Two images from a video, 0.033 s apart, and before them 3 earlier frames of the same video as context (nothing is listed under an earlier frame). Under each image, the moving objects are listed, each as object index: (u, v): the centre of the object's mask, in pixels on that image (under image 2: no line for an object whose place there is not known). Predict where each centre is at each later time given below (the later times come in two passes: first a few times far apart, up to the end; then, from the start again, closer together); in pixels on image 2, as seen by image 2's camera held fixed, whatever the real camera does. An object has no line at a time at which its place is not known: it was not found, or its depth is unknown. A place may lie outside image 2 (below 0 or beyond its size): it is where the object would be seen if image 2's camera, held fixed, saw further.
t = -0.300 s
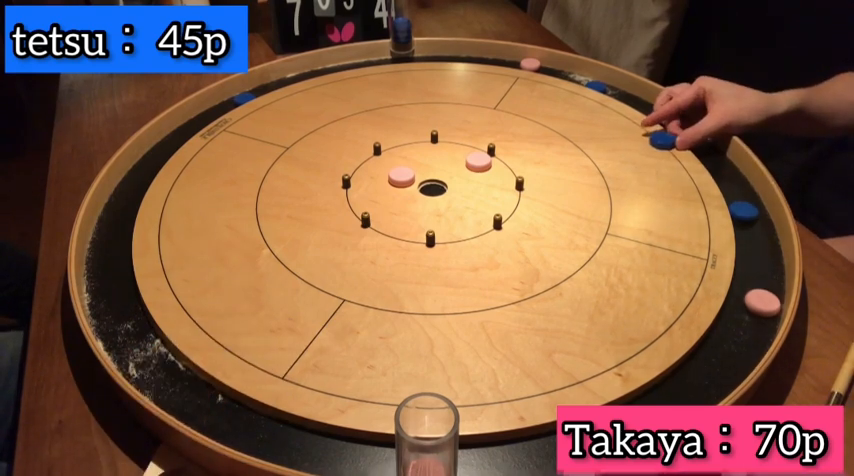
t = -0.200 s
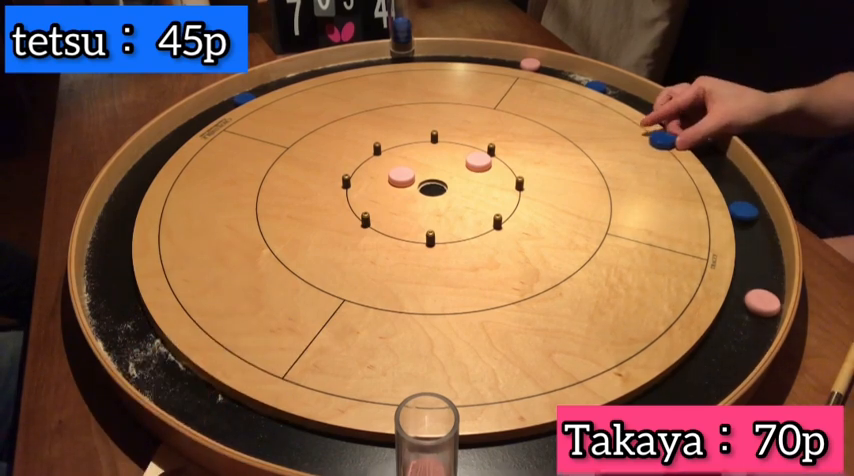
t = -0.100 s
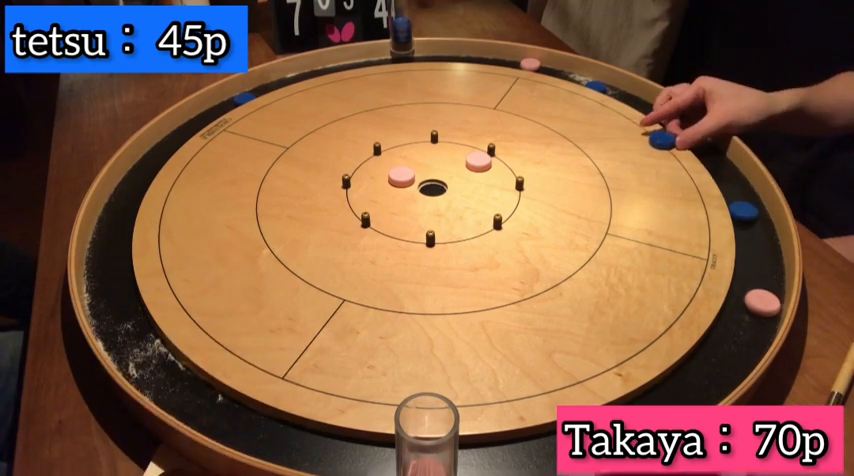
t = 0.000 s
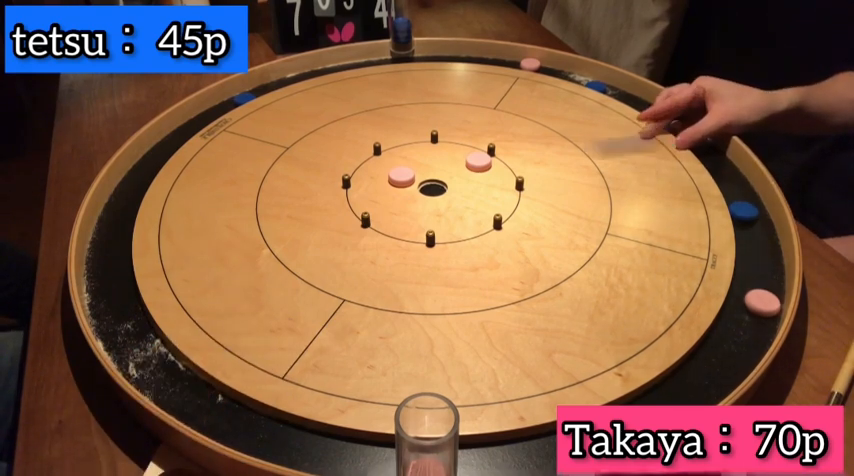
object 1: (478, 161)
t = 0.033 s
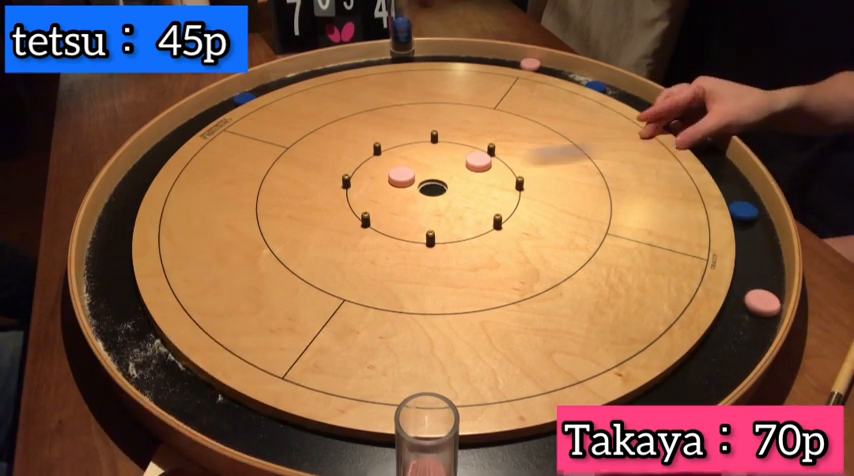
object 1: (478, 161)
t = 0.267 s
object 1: (273, 244)
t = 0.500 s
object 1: (124, 328)
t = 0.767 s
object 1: (133, 327)
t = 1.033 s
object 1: (133, 327)
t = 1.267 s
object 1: (133, 327)
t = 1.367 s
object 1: (133, 328)
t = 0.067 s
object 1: (478, 161)
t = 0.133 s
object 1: (377, 190)
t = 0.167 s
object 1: (351, 203)
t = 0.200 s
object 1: (325, 216)
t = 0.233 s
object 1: (299, 230)
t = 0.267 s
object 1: (273, 244)
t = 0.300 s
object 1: (245, 258)
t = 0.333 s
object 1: (218, 272)
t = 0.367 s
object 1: (193, 285)
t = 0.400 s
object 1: (162, 299)
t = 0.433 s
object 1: (137, 313)
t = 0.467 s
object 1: (121, 328)
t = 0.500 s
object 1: (124, 328)
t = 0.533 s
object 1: (131, 326)
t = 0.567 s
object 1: (122, 330)
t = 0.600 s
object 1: (116, 334)
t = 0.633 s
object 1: (121, 332)
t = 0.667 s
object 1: (127, 330)
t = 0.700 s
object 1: (132, 328)
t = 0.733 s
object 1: (134, 327)
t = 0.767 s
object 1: (133, 327)
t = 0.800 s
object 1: (133, 327)
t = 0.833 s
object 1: (133, 327)
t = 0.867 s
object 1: (133, 327)
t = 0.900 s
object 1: (133, 327)
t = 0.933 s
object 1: (133, 327)
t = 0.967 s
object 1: (133, 327)
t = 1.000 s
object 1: (133, 327)
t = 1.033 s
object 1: (133, 327)
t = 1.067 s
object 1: (133, 327)
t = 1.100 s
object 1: (133, 327)
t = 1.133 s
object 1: (133, 327)
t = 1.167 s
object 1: (133, 327)
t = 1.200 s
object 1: (133, 327)
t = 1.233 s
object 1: (133, 327)
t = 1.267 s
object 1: (133, 327)
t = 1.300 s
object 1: (133, 327)
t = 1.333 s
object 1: (133, 328)
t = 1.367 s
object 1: (133, 328)
